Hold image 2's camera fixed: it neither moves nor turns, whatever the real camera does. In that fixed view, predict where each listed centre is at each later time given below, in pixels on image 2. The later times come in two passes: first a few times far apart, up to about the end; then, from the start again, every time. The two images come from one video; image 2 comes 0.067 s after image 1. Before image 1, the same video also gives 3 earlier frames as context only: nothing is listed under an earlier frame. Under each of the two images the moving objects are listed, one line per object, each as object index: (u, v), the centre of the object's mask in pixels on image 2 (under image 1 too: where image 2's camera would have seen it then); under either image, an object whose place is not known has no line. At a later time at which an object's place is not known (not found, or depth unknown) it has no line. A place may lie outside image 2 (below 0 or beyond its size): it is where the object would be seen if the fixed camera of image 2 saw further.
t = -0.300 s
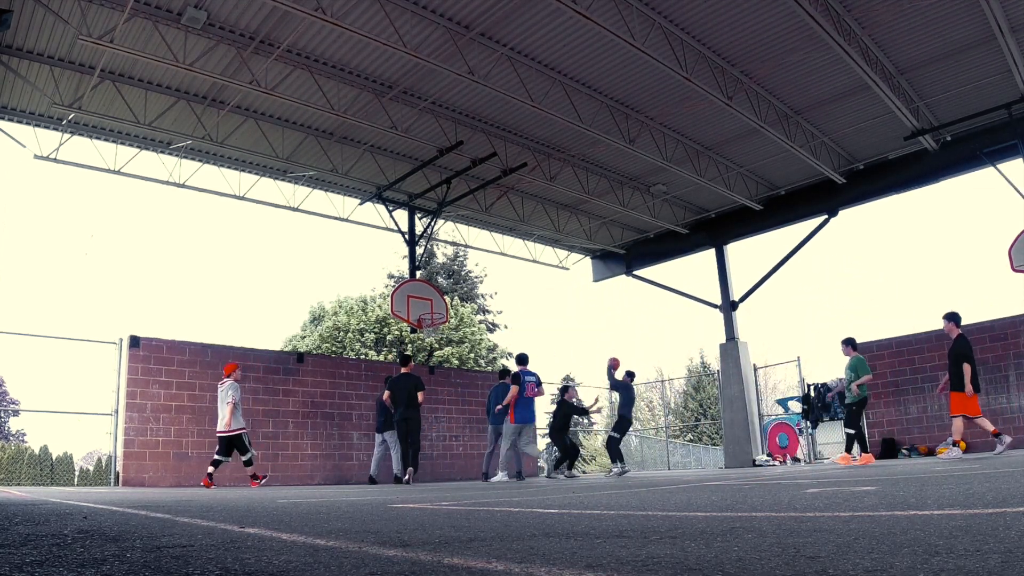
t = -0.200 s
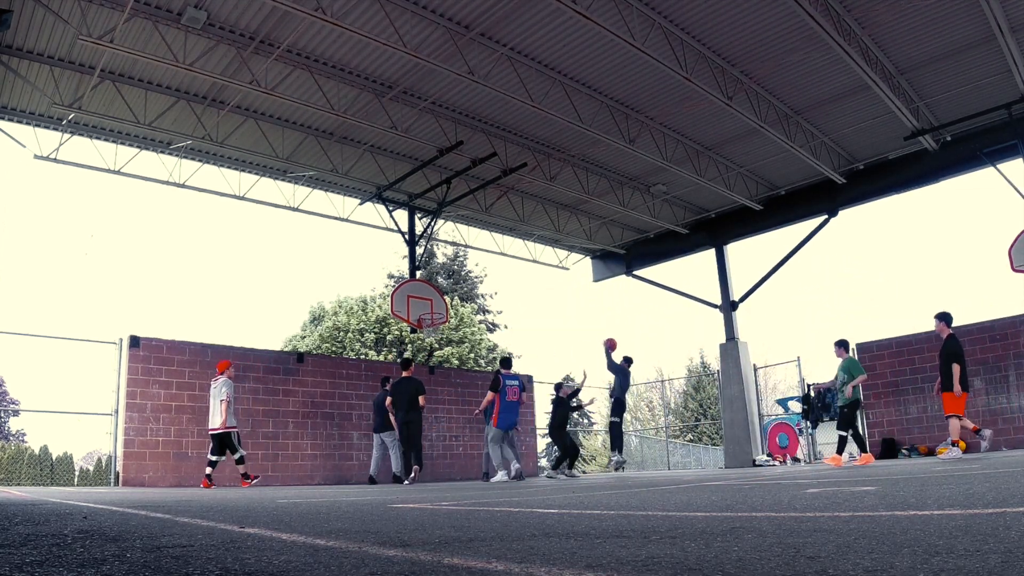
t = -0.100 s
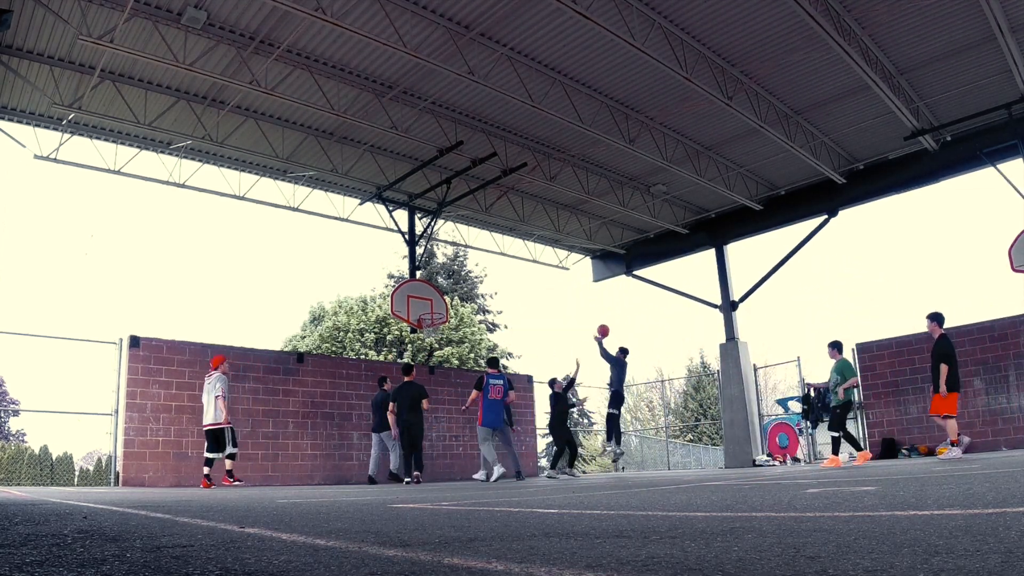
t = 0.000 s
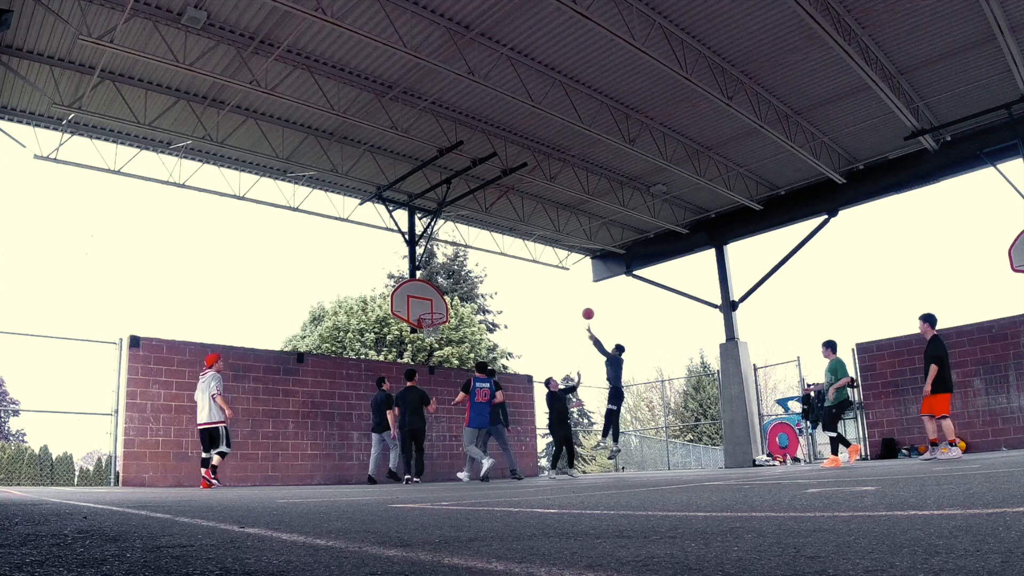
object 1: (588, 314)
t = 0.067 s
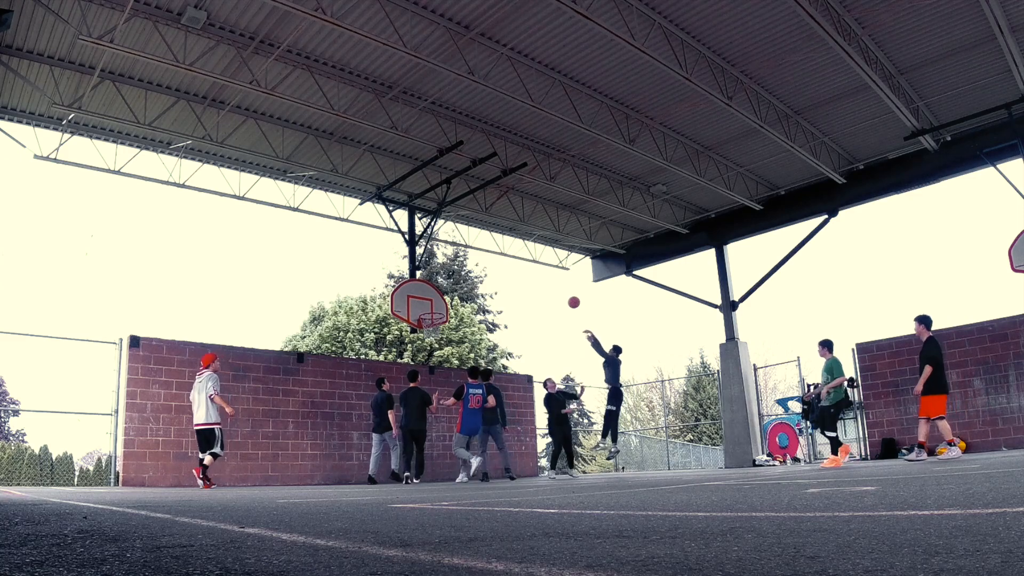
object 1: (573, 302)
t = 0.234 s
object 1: (540, 284)
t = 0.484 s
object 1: (492, 283)
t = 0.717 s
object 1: (449, 310)
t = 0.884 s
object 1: (468, 320)
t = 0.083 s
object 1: (570, 300)
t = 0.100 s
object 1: (567, 297)
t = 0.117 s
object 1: (563, 295)
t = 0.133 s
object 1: (559, 293)
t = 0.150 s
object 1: (556, 291)
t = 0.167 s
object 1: (553, 289)
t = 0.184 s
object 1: (550, 288)
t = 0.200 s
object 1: (546, 286)
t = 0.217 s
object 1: (543, 285)
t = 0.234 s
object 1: (540, 284)
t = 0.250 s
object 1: (536, 283)
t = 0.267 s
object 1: (533, 282)
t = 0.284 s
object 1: (530, 281)
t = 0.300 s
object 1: (527, 281)
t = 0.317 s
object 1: (523, 280)
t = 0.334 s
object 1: (520, 280)
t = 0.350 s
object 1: (517, 280)
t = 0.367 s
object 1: (514, 279)
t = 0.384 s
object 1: (510, 280)
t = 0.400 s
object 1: (507, 280)
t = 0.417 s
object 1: (504, 280)
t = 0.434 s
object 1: (501, 281)
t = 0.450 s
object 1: (498, 281)
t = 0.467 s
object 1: (495, 282)
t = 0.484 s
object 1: (492, 283)
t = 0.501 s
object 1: (489, 284)
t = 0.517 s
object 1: (485, 285)
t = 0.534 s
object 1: (482, 286)
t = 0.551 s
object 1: (479, 288)
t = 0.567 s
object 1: (476, 290)
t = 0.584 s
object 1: (473, 291)
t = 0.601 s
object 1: (470, 293)
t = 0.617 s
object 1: (468, 295)
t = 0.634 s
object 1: (465, 297)
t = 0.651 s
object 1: (462, 299)
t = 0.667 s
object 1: (458, 302)
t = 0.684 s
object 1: (456, 304)
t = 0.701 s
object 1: (452, 307)
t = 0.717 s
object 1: (449, 310)
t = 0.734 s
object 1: (447, 312)
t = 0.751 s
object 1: (450, 313)
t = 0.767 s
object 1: (452, 313)
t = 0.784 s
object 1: (454, 313)
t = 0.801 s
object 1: (456, 314)
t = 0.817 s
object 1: (459, 315)
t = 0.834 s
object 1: (461, 316)
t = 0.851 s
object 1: (463, 317)
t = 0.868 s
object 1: (466, 318)
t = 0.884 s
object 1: (468, 320)
